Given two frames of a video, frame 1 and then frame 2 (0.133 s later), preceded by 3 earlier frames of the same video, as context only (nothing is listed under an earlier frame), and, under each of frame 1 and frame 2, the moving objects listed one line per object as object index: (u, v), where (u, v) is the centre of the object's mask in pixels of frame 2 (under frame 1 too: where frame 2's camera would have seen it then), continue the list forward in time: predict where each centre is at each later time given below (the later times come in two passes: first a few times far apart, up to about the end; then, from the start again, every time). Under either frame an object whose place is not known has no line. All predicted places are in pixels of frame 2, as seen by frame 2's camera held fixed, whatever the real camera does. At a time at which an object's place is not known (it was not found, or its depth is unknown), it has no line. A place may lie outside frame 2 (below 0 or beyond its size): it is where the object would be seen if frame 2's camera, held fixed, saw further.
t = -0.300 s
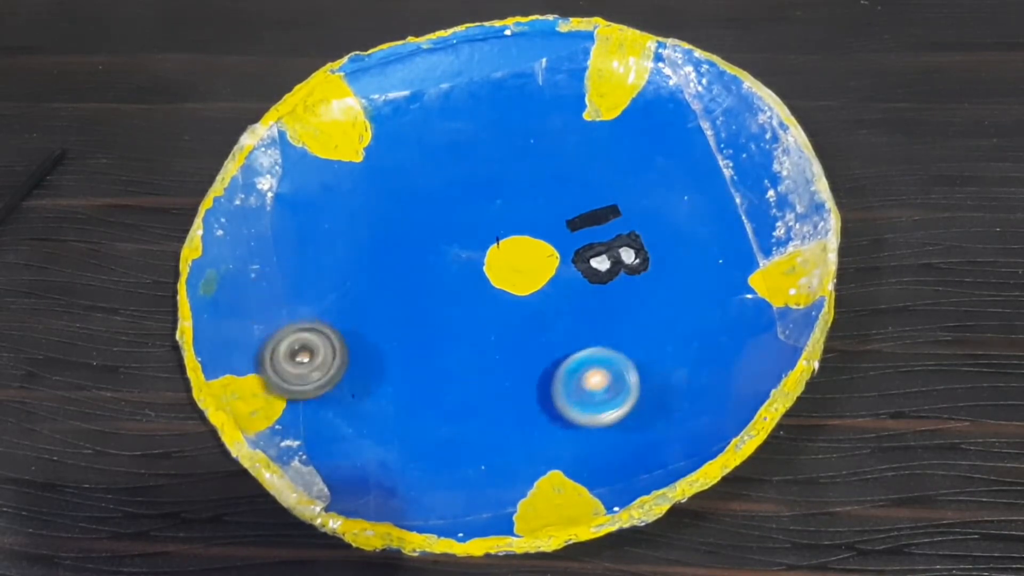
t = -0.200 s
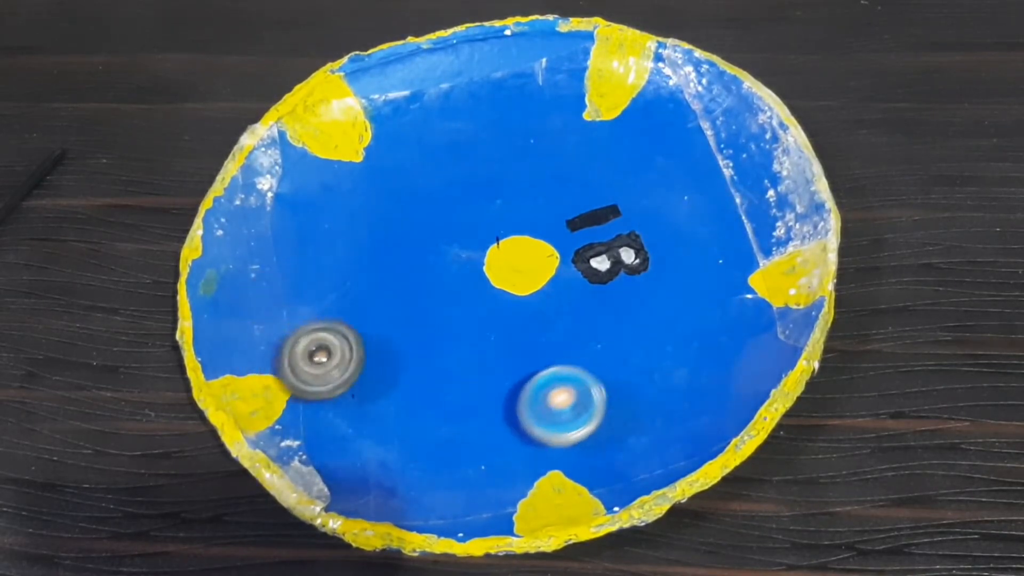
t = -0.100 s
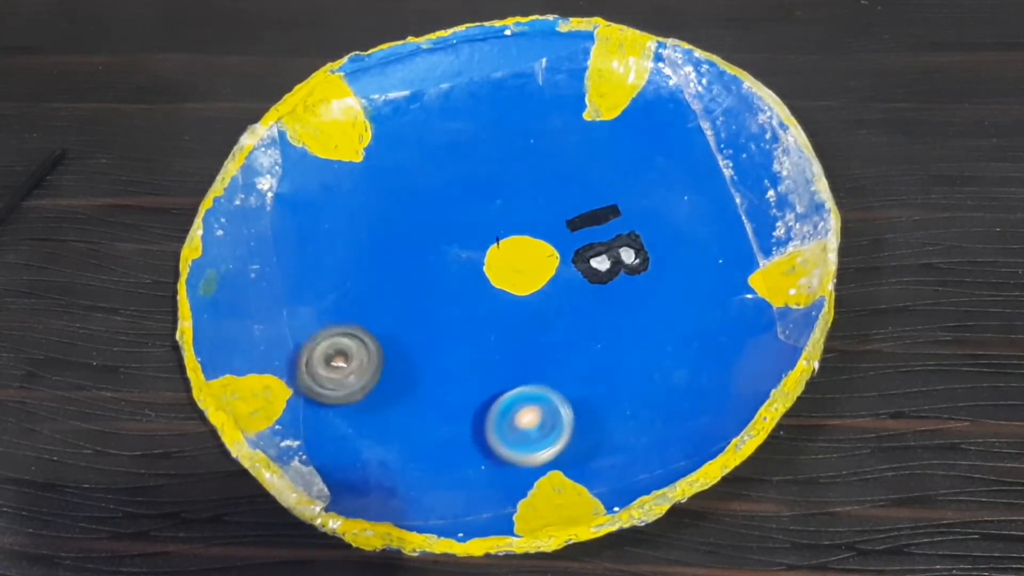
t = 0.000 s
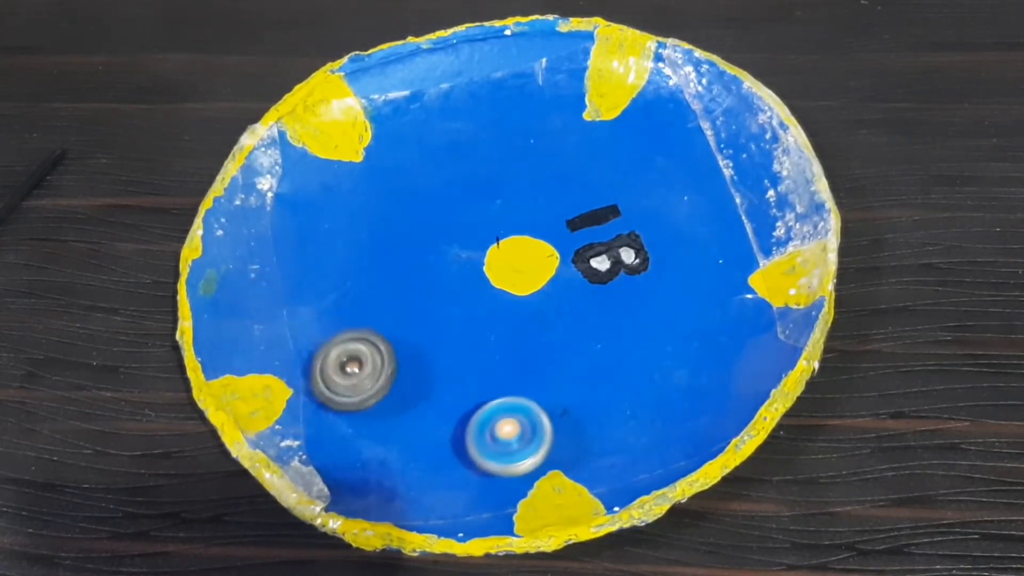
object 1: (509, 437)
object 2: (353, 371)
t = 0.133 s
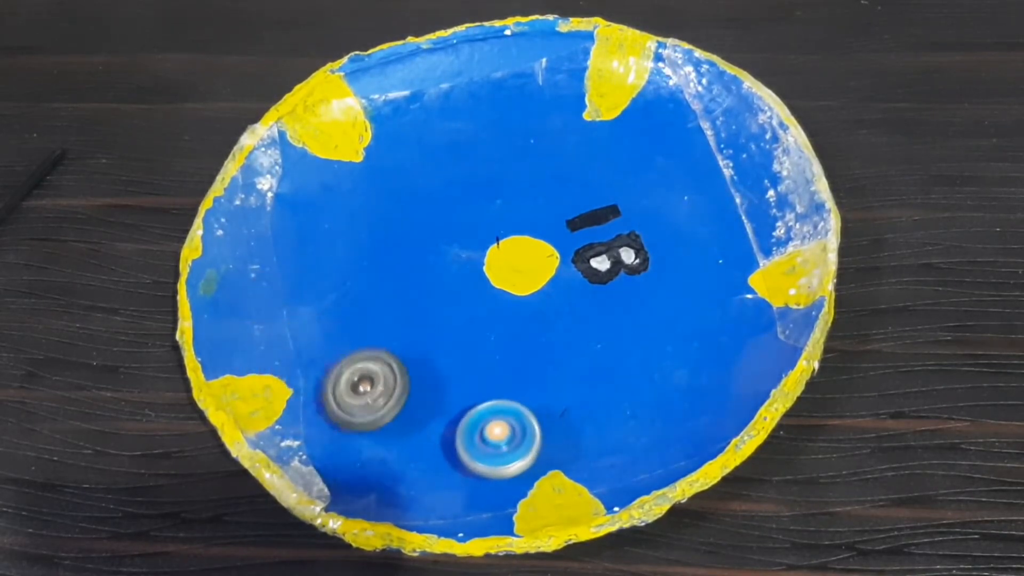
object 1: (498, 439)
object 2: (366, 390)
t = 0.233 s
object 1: (500, 436)
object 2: (377, 403)
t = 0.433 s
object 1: (494, 430)
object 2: (400, 438)
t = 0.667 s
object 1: (544, 420)
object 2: (423, 450)
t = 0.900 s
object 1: (594, 413)
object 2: (442, 416)
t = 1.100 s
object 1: (638, 390)
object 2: (442, 383)
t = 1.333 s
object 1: (666, 348)
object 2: (441, 367)
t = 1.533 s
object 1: (646, 355)
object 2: (436, 383)
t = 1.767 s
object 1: (630, 388)
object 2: (416, 416)
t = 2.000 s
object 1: (646, 388)
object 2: (414, 442)
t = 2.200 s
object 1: (626, 376)
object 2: (431, 434)
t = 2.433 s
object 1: (581, 402)
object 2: (433, 401)
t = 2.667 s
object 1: (556, 433)
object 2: (424, 379)
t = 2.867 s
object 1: (556, 418)
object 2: (417, 384)
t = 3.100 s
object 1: (514, 423)
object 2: (390, 402)
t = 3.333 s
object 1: (489, 441)
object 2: (383, 429)
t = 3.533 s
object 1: (509, 431)
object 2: (380, 431)
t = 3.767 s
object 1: (502, 427)
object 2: (395, 421)
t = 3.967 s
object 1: (510, 430)
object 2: (411, 404)
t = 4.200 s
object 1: (533, 426)
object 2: (399, 388)
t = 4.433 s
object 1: (559, 425)
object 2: (378, 396)
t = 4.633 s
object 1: (567, 416)
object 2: (367, 400)
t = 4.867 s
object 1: (571, 415)
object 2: (368, 397)
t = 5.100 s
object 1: (558, 419)
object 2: (371, 377)
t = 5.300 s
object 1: (548, 431)
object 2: (359, 384)
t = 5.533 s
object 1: (543, 431)
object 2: (376, 398)
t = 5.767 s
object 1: (542, 422)
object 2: (393, 407)
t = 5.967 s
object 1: (538, 426)
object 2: (404, 405)
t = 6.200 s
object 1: (565, 426)
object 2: (398, 405)
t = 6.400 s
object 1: (583, 416)
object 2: (397, 406)
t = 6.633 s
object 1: (588, 408)
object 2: (391, 399)
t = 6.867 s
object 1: (585, 408)
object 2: (385, 392)
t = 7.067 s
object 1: (564, 416)
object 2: (385, 391)
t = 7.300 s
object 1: (547, 424)
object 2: (383, 391)
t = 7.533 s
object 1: (531, 421)
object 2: (383, 393)
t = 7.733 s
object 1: (529, 424)
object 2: (385, 392)
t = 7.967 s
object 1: (537, 431)
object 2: (386, 392)
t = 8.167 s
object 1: (554, 433)
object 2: (382, 389)
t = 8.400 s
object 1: (571, 414)
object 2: (381, 391)
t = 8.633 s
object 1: (565, 413)
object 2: (384, 394)
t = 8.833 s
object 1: (556, 427)
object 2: (382, 389)
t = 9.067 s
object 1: (544, 422)
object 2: (382, 394)
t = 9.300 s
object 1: (536, 417)
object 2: (387, 390)
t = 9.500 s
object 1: (538, 427)
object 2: (386, 395)
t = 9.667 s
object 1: (542, 436)
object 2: (386, 395)
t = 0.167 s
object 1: (499, 439)
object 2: (369, 393)
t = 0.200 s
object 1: (500, 438)
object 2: (374, 398)
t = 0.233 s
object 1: (500, 436)
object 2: (377, 403)
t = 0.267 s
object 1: (500, 435)
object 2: (382, 408)
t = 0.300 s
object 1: (497, 434)
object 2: (385, 417)
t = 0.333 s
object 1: (494, 434)
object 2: (387, 422)
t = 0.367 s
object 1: (493, 433)
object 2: (391, 427)
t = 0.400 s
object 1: (493, 432)
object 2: (396, 433)
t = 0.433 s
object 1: (494, 430)
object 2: (400, 438)
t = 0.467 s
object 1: (504, 428)
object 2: (397, 441)
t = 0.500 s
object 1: (514, 426)
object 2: (398, 445)
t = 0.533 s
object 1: (523, 423)
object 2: (402, 449)
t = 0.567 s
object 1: (528, 422)
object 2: (406, 452)
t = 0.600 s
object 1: (533, 420)
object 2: (411, 453)
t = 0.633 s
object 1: (539, 420)
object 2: (416, 452)
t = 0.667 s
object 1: (544, 420)
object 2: (423, 450)
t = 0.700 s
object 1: (549, 420)
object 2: (429, 448)
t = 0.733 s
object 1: (556, 421)
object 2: (433, 444)
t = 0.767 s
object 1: (563, 422)
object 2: (437, 439)
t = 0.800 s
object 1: (569, 421)
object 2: (439, 434)
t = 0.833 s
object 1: (578, 419)
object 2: (442, 428)
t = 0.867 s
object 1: (586, 416)
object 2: (442, 424)
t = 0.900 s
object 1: (594, 413)
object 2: (442, 416)
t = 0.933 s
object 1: (602, 410)
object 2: (445, 410)
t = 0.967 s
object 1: (610, 408)
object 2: (443, 405)
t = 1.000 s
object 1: (618, 404)
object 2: (441, 398)
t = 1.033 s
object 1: (625, 399)
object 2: (441, 393)
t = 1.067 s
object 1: (632, 395)
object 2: (441, 387)
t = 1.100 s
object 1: (638, 390)
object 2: (442, 383)
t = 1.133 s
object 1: (647, 385)
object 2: (440, 379)
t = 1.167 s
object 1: (653, 379)
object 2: (439, 375)
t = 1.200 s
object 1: (656, 372)
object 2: (441, 370)
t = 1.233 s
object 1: (662, 366)
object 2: (443, 368)
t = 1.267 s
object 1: (666, 359)
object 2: (445, 366)
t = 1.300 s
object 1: (667, 353)
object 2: (443, 367)
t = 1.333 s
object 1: (666, 348)
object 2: (441, 367)
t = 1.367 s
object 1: (664, 346)
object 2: (439, 368)
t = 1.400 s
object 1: (660, 346)
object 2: (441, 368)
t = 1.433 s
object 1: (656, 347)
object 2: (442, 371)
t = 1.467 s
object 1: (652, 350)
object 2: (443, 375)
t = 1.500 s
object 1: (649, 352)
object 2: (441, 379)
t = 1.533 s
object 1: (646, 355)
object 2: (436, 383)
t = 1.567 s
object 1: (644, 359)
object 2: (434, 387)
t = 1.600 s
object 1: (641, 362)
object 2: (431, 392)
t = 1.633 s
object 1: (639, 367)
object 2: (427, 396)
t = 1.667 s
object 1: (636, 372)
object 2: (425, 400)
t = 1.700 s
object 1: (634, 377)
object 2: (423, 406)
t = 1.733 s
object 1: (632, 383)
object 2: (419, 412)
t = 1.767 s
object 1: (630, 388)
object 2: (416, 416)
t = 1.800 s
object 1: (631, 392)
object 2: (414, 421)
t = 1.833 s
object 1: (632, 393)
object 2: (411, 426)
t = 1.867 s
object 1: (634, 392)
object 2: (411, 430)
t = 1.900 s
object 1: (637, 390)
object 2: (412, 435)
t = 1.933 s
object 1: (640, 390)
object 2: (409, 440)
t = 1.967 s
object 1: (644, 390)
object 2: (409, 441)
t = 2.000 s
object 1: (646, 388)
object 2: (414, 442)
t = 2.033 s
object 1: (647, 384)
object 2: (418, 443)
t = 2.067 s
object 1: (646, 380)
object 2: (421, 444)
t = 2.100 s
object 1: (643, 376)
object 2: (424, 443)
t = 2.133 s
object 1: (638, 375)
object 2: (429, 441)
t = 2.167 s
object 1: (632, 375)
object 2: (430, 438)
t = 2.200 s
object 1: (626, 376)
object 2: (431, 434)
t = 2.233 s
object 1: (620, 378)
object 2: (435, 429)
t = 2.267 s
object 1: (615, 379)
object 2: (436, 425)
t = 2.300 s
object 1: (609, 381)
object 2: (436, 421)
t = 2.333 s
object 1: (602, 386)
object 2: (436, 414)
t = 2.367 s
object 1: (596, 391)
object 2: (438, 410)
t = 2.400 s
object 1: (589, 397)
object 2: (436, 406)
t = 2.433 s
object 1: (581, 402)
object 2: (433, 401)
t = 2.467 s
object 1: (573, 407)
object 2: (433, 396)
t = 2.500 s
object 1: (567, 414)
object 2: (432, 392)
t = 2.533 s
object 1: (561, 420)
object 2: (429, 388)
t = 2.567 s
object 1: (557, 426)
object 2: (428, 385)
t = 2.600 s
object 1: (555, 429)
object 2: (427, 383)
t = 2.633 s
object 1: (555, 432)
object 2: (426, 379)
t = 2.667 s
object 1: (556, 433)
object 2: (424, 379)
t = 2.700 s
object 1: (559, 432)
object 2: (422, 379)
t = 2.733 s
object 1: (562, 430)
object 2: (421, 378)
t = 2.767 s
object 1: (564, 427)
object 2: (421, 379)
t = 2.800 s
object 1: (564, 424)
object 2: (422, 380)
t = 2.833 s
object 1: (560, 421)
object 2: (421, 383)
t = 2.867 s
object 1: (556, 418)
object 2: (417, 384)
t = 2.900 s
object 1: (551, 418)
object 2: (414, 387)
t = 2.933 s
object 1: (544, 419)
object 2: (411, 389)
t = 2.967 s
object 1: (538, 419)
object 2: (406, 391)
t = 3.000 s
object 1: (533, 421)
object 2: (402, 394)
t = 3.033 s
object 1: (527, 422)
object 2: (395, 396)
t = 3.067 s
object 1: (521, 423)
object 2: (392, 398)
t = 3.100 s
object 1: (514, 423)
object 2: (390, 402)
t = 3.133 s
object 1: (507, 425)
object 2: (386, 408)
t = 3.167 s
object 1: (502, 427)
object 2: (385, 412)
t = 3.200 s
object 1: (497, 430)
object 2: (384, 416)
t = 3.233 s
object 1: (493, 433)
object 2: (384, 420)
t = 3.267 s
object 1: (491, 437)
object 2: (385, 425)
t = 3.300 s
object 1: (490, 439)
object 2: (384, 428)
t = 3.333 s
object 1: (489, 441)
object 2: (383, 429)
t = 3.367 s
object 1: (490, 442)
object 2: (382, 431)
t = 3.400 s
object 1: (495, 441)
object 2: (381, 431)
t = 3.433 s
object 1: (500, 439)
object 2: (380, 431)
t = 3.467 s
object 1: (504, 437)
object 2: (377, 431)
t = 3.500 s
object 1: (507, 435)
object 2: (378, 430)
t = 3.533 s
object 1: (509, 431)
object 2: (380, 431)
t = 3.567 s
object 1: (510, 429)
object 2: (379, 430)
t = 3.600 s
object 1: (509, 426)
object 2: (380, 427)
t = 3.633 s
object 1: (507, 424)
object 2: (380, 426)
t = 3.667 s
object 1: (506, 424)
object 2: (383, 423)
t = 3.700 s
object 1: (505, 426)
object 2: (388, 423)
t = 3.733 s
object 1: (503, 427)
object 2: (389, 422)
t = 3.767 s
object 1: (502, 427)
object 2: (395, 421)
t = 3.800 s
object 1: (502, 427)
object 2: (396, 419)
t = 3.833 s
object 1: (503, 427)
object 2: (400, 416)
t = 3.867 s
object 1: (504, 429)
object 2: (403, 415)
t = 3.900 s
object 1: (505, 430)
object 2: (405, 409)
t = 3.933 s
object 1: (507, 430)
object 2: (409, 405)
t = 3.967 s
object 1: (510, 430)
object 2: (411, 404)
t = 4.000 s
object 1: (514, 430)
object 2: (409, 400)
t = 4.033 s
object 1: (517, 429)
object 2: (409, 396)
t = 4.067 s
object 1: (521, 428)
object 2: (408, 395)
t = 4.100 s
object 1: (524, 427)
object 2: (405, 393)
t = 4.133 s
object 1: (527, 426)
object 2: (403, 390)
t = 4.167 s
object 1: (529, 426)
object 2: (402, 389)
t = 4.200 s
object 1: (533, 426)
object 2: (399, 388)
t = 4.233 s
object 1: (536, 427)
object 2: (397, 388)
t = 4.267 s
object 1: (541, 427)
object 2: (393, 390)
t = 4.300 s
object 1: (544, 426)
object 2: (389, 390)
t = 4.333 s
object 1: (549, 425)
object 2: (384, 391)
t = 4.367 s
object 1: (552, 426)
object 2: (382, 392)
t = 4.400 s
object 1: (555, 426)
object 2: (381, 394)
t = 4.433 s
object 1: (559, 425)
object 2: (378, 396)
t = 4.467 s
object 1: (562, 423)
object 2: (377, 397)
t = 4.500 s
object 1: (564, 421)
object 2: (375, 398)
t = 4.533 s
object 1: (566, 418)
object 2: (373, 399)
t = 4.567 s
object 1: (566, 416)
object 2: (372, 399)
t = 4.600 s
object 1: (567, 416)
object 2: (369, 400)
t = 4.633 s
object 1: (567, 416)
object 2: (367, 400)
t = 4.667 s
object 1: (568, 416)
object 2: (366, 400)
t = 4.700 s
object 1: (569, 416)
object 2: (365, 401)
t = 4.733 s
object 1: (570, 416)
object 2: (366, 402)
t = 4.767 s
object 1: (570, 415)
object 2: (366, 402)
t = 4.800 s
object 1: (570, 414)
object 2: (366, 401)
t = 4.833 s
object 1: (570, 414)
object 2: (367, 399)
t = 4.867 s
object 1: (571, 415)
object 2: (368, 397)
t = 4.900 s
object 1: (570, 416)
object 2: (372, 394)
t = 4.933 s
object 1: (569, 417)
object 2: (373, 392)
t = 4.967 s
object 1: (568, 416)
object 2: (374, 389)
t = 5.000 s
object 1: (566, 416)
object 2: (376, 386)
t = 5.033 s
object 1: (564, 416)
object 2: (375, 382)
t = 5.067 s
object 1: (561, 417)
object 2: (374, 379)
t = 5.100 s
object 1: (558, 419)
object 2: (371, 377)
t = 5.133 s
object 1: (555, 421)
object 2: (368, 375)
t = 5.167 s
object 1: (553, 423)
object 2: (366, 374)
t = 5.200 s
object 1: (552, 427)
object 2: (364, 376)
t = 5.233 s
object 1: (550, 429)
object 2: (363, 379)
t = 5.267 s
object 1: (549, 431)
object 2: (362, 382)
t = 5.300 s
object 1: (548, 431)
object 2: (359, 384)
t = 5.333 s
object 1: (547, 430)
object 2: (359, 385)
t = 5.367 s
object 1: (549, 429)
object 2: (362, 389)
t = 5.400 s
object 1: (547, 430)
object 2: (365, 393)
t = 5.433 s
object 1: (545, 430)
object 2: (367, 395)
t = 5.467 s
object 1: (545, 431)
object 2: (370, 396)
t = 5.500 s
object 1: (544, 431)
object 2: (373, 397)
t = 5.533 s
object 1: (543, 431)
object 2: (376, 398)
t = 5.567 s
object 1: (543, 430)
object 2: (379, 399)
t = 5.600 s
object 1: (542, 429)
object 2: (381, 400)
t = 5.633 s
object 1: (542, 428)
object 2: (383, 399)
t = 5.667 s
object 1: (542, 426)
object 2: (387, 402)
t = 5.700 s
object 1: (542, 424)
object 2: (389, 404)
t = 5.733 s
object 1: (542, 422)
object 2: (391, 405)
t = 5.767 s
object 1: (542, 422)
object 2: (393, 407)
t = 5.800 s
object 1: (541, 420)
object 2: (395, 407)
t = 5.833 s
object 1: (539, 420)
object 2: (399, 407)
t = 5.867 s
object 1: (538, 421)
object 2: (400, 407)
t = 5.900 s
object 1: (535, 423)
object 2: (403, 405)
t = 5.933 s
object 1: (536, 424)
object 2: (404, 405)
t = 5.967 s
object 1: (538, 426)
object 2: (404, 405)
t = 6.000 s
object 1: (541, 427)
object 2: (403, 405)
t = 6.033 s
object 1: (546, 428)
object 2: (401, 404)
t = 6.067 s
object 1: (549, 429)
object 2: (400, 405)
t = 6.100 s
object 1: (553, 430)
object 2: (398, 405)
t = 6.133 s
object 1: (555, 430)
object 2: (398, 404)
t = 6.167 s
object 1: (560, 428)
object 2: (398, 405)
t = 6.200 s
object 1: (565, 426)
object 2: (398, 405)
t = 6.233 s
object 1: (567, 425)
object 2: (397, 406)
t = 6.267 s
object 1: (570, 422)
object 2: (397, 406)
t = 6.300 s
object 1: (573, 421)
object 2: (397, 407)
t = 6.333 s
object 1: (578, 419)
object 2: (397, 406)
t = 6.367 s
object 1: (580, 418)
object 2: (398, 406)
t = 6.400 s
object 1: (583, 416)
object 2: (397, 406)
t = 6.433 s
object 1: (584, 417)
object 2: (397, 405)
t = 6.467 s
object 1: (585, 415)
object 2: (397, 405)
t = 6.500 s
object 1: (585, 413)
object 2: (397, 404)
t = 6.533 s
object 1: (586, 412)
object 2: (396, 402)
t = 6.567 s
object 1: (588, 409)
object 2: (395, 399)
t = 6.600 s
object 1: (589, 410)
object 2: (394, 398)
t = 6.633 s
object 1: (588, 408)
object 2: (391, 399)
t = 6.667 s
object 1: (589, 409)
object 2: (389, 397)
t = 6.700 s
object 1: (588, 408)
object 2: (388, 398)
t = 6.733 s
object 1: (588, 409)
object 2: (387, 397)
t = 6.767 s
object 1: (587, 408)
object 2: (387, 395)
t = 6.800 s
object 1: (587, 408)
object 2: (388, 396)
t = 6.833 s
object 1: (587, 407)
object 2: (385, 394)
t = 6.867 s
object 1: (585, 408)
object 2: (385, 392)
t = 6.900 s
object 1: (583, 408)
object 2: (385, 392)
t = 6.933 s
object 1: (577, 409)
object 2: (385, 392)
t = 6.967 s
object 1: (575, 410)
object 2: (386, 392)
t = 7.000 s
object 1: (572, 411)
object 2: (384, 392)
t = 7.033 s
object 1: (568, 414)
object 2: (383, 390)
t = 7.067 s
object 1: (564, 416)
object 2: (385, 391)
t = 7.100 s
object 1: (563, 418)
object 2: (384, 393)
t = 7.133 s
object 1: (559, 418)
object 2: (384, 392)
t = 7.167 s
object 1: (559, 416)
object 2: (384, 391)
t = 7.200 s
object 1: (557, 417)
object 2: (382, 388)
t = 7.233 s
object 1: (553, 421)
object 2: (384, 388)
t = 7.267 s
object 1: (549, 422)
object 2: (385, 391)
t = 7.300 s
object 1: (547, 424)
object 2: (383, 391)
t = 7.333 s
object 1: (543, 425)
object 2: (383, 387)
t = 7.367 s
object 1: (541, 426)
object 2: (385, 388)
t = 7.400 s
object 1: (538, 425)
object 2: (383, 390)
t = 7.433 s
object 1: (539, 422)
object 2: (381, 388)
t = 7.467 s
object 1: (538, 422)
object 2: (384, 388)
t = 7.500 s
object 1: (535, 422)
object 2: (385, 392)
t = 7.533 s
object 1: (531, 421)
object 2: (383, 393)
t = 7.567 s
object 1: (532, 422)
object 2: (382, 391)
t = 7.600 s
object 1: (531, 422)
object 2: (387, 392)
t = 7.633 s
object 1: (532, 423)
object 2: (386, 394)
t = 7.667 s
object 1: (530, 424)
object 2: (383, 393)
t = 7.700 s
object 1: (531, 424)
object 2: (384, 390)
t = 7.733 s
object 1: (529, 424)
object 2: (385, 392)
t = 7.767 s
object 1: (530, 425)
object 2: (382, 392)
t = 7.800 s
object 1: (529, 424)
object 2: (383, 391)
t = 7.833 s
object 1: (531, 425)
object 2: (386, 393)
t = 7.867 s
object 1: (530, 426)
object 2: (385, 395)
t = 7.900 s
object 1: (531, 426)
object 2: (382, 392)
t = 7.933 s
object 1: (533, 427)
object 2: (385, 390)
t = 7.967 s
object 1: (537, 431)
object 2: (386, 392)
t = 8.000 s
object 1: (538, 434)
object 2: (384, 393)
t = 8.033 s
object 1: (540, 435)
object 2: (383, 391)
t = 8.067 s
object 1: (542, 435)
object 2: (386, 392)
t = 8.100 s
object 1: (547, 435)
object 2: (386, 394)
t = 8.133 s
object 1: (550, 435)
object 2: (383, 392)
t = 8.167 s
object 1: (554, 433)
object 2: (382, 389)
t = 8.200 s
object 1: (559, 431)
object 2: (385, 392)
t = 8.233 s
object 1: (563, 428)
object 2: (385, 394)
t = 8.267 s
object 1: (565, 427)
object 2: (382, 393)
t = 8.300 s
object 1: (566, 424)
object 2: (383, 390)
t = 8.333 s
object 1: (568, 421)
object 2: (385, 392)
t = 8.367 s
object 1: (569, 416)
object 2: (383, 393)
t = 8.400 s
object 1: (571, 414)
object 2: (381, 391)
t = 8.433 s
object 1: (572, 412)
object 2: (383, 390)
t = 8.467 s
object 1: (571, 412)
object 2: (386, 392)
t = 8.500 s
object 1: (568, 411)
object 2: (383, 394)
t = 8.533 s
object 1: (568, 411)
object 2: (380, 391)
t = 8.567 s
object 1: (567, 411)
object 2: (382, 389)
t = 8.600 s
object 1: (567, 411)
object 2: (387, 392)
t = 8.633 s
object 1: (565, 413)
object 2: (384, 394)
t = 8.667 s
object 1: (564, 416)
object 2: (381, 392)
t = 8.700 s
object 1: (562, 420)
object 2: (384, 389)
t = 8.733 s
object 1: (560, 420)
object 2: (388, 391)
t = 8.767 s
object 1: (559, 421)
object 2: (385, 395)
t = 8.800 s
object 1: (558, 423)
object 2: (381, 393)
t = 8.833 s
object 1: (556, 427)
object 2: (382, 389)
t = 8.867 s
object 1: (553, 427)
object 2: (386, 390)
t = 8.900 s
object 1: (554, 425)
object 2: (385, 395)
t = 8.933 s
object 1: (554, 425)
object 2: (381, 395)
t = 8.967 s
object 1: (552, 426)
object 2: (379, 390)
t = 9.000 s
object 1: (547, 426)
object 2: (383, 389)
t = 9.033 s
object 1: (543, 423)
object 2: (386, 393)
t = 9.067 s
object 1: (544, 422)
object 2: (382, 394)
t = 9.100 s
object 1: (542, 420)
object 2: (379, 391)
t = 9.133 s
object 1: (539, 420)
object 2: (381, 388)
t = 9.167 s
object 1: (535, 417)
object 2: (388, 390)
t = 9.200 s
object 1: (538, 413)
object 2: (385, 395)
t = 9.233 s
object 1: (541, 413)
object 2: (381, 395)
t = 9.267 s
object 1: (540, 415)
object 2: (383, 390)
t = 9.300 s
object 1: (536, 417)
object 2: (387, 390)
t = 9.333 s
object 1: (534, 415)
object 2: (388, 394)
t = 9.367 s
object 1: (535, 416)
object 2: (384, 395)
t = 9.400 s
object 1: (536, 419)
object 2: (379, 391)
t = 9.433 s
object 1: (539, 422)
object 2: (382, 388)
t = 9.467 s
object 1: (539, 426)
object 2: (388, 391)
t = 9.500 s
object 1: (538, 427)
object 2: (386, 395)
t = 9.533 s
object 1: (539, 428)
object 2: (381, 396)
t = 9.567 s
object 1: (541, 429)
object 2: (380, 391)
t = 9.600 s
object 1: (543, 433)
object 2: (383, 389)
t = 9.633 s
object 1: (542, 436)
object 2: (388, 392)
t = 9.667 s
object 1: (542, 436)
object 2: (386, 395)
